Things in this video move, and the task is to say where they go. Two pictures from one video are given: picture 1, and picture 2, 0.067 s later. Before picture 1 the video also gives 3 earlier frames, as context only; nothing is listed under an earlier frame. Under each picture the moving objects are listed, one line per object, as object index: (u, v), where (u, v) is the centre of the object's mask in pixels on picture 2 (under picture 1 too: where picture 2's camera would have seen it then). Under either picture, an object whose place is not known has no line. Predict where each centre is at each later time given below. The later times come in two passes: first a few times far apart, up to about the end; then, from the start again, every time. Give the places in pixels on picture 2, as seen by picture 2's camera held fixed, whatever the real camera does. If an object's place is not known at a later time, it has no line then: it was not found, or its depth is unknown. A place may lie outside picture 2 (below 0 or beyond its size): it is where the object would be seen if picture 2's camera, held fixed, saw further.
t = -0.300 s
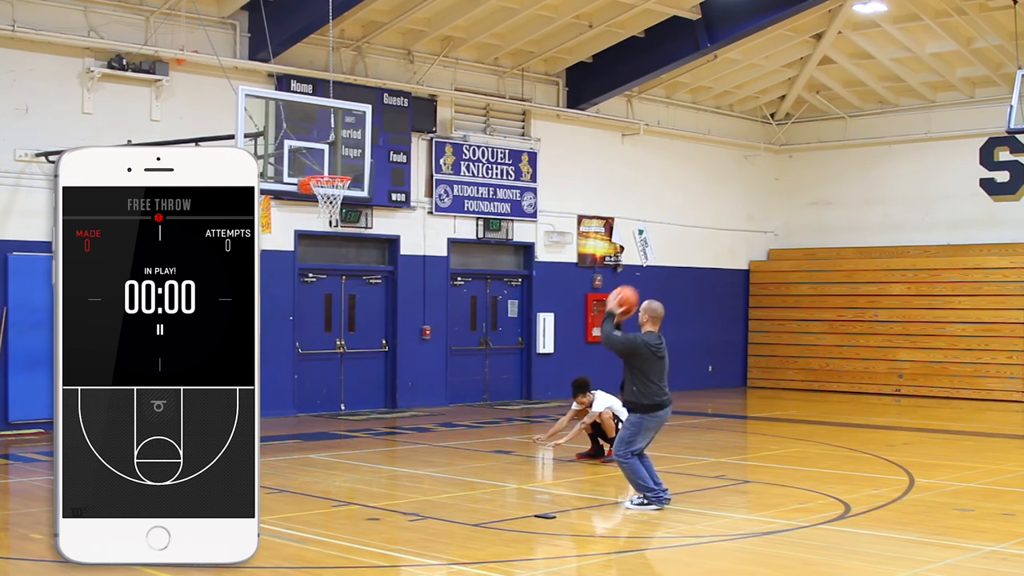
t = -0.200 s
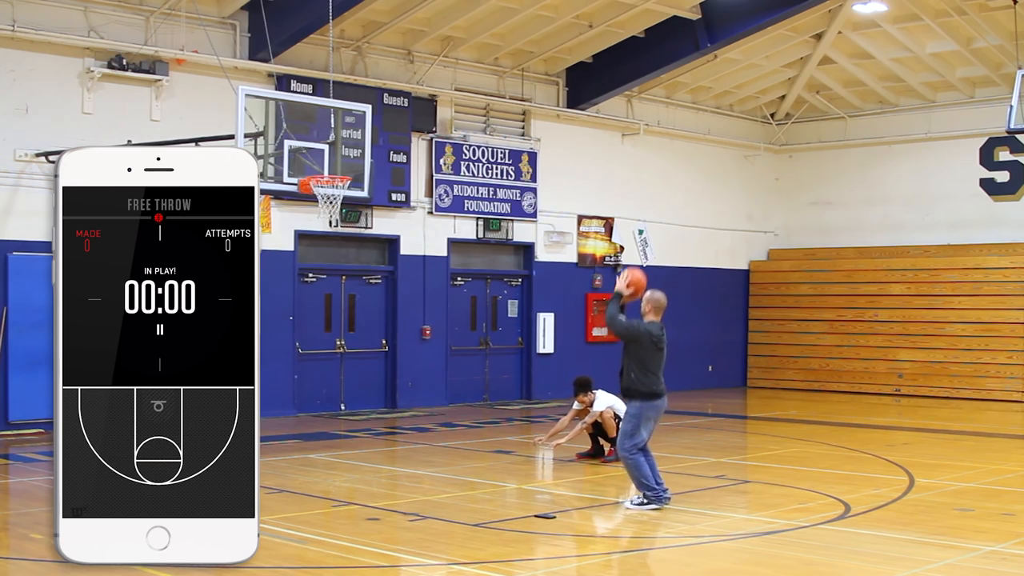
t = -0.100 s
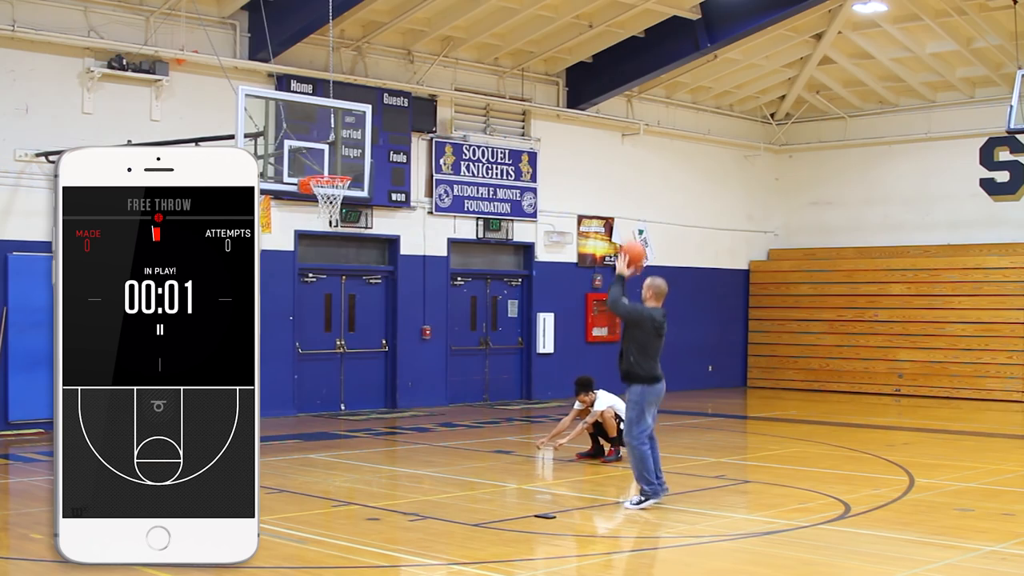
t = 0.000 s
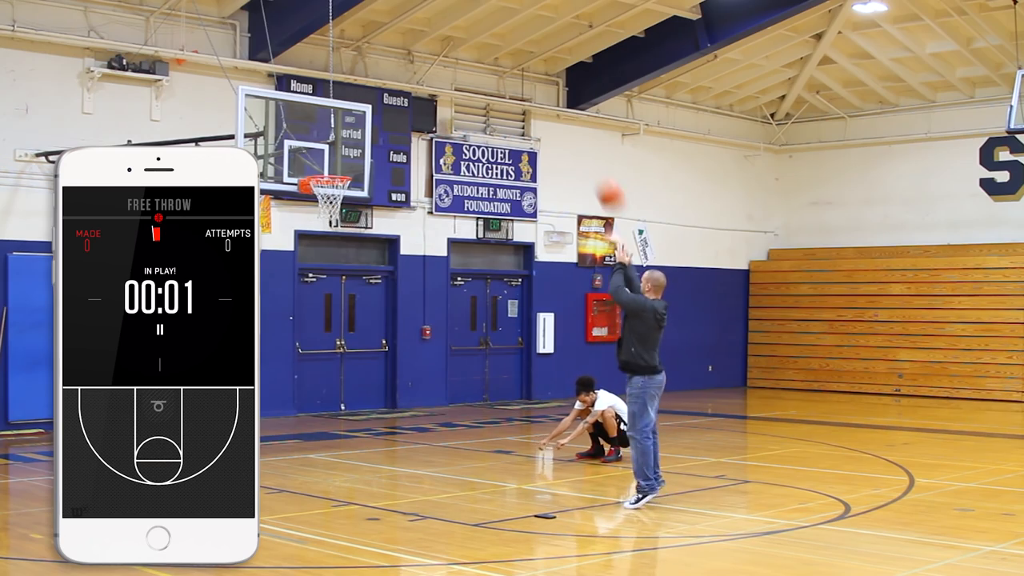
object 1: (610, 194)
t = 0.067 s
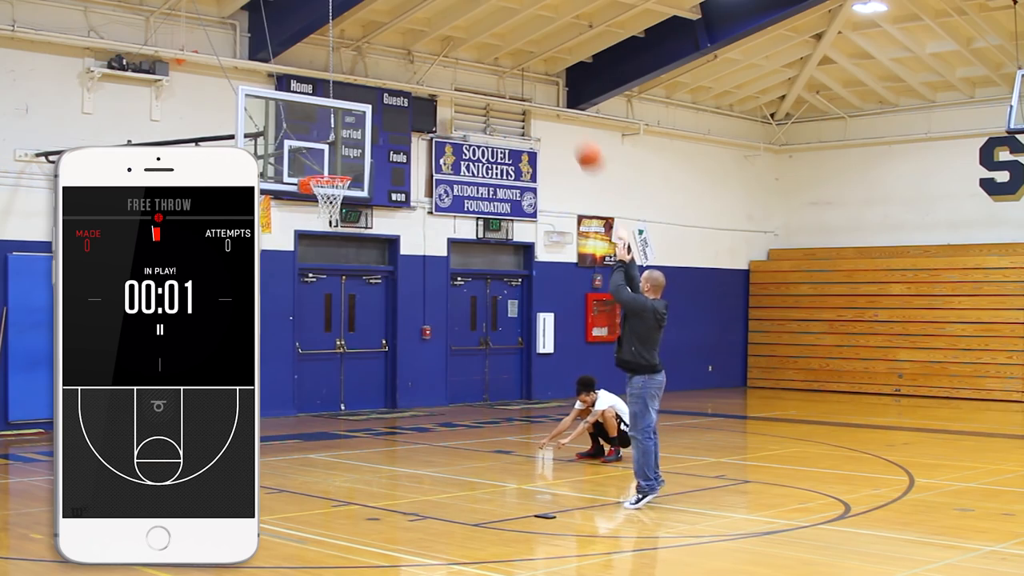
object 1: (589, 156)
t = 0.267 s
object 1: (530, 75)
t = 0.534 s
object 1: (458, 38)
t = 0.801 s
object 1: (393, 71)
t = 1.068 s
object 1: (336, 164)
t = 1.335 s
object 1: (307, 233)
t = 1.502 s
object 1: (298, 284)
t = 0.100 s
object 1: (579, 139)
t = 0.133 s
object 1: (569, 124)
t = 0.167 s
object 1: (560, 109)
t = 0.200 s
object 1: (549, 96)
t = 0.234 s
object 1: (540, 86)
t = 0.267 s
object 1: (530, 75)
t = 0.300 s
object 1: (520, 67)
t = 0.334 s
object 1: (511, 58)
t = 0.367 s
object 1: (501, 52)
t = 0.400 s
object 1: (492, 47)
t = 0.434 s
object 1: (484, 43)
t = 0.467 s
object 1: (474, 40)
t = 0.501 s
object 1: (466, 38)
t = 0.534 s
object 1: (458, 38)
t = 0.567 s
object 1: (449, 39)
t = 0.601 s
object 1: (442, 40)
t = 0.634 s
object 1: (434, 43)
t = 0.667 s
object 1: (424, 47)
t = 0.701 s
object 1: (416, 52)
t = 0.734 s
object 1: (409, 57)
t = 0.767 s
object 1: (401, 63)
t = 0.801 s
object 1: (393, 71)
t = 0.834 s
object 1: (385, 81)
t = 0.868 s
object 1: (377, 90)
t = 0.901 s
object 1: (372, 98)
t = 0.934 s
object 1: (364, 110)
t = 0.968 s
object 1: (355, 122)
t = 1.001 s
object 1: (349, 136)
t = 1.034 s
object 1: (342, 152)
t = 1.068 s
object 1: (336, 164)
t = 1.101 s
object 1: (329, 182)
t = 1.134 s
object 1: (320, 197)
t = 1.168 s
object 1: (317, 203)
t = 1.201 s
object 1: (315, 206)
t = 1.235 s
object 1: (313, 212)
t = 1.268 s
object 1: (311, 218)
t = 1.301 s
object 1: (309, 226)
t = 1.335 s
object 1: (307, 233)
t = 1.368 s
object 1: (306, 241)
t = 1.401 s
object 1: (304, 249)
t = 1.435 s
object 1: (303, 260)
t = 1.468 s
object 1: (300, 272)
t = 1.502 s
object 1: (298, 284)
